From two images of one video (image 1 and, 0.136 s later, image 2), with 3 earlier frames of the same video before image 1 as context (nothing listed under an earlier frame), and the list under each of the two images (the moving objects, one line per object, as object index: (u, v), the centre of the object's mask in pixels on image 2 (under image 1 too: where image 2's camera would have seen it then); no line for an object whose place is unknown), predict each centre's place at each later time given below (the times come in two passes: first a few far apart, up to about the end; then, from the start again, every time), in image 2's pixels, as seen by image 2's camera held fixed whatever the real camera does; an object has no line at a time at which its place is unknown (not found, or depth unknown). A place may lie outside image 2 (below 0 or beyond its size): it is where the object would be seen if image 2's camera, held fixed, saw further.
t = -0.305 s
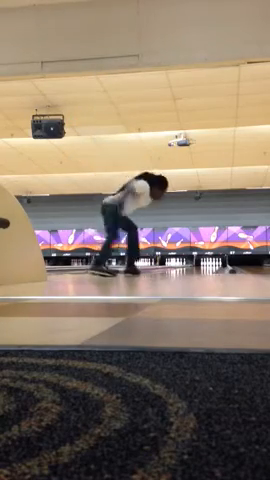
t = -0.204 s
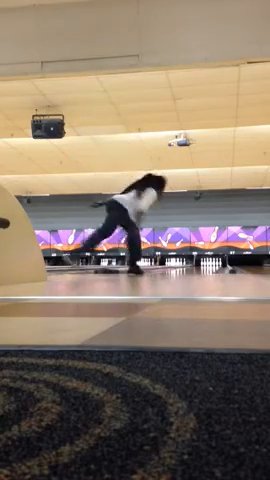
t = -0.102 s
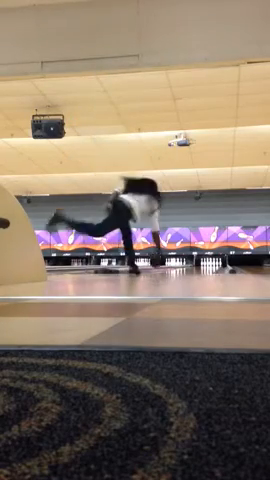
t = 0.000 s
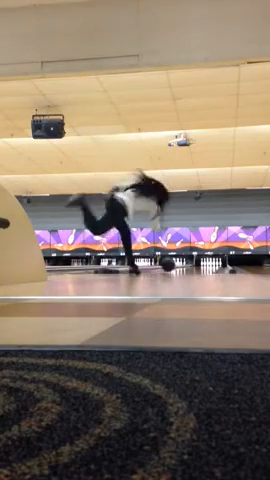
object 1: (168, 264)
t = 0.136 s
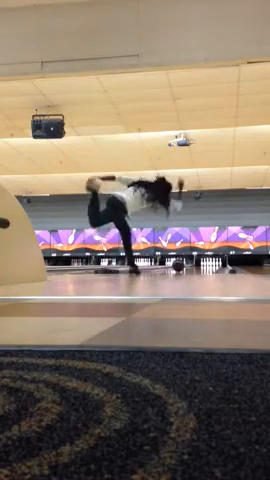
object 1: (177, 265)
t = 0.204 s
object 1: (182, 266)
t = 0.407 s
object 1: (190, 265)
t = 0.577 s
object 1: (198, 266)
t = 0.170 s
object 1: (180, 266)
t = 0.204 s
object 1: (182, 266)
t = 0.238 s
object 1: (183, 267)
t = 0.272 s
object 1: (185, 267)
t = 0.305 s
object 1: (187, 266)
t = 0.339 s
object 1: (188, 266)
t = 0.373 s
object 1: (190, 265)
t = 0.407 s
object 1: (190, 265)
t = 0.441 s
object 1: (194, 265)
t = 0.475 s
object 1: (194, 265)
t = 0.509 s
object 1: (195, 265)
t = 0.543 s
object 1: (197, 265)
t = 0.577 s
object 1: (198, 266)
